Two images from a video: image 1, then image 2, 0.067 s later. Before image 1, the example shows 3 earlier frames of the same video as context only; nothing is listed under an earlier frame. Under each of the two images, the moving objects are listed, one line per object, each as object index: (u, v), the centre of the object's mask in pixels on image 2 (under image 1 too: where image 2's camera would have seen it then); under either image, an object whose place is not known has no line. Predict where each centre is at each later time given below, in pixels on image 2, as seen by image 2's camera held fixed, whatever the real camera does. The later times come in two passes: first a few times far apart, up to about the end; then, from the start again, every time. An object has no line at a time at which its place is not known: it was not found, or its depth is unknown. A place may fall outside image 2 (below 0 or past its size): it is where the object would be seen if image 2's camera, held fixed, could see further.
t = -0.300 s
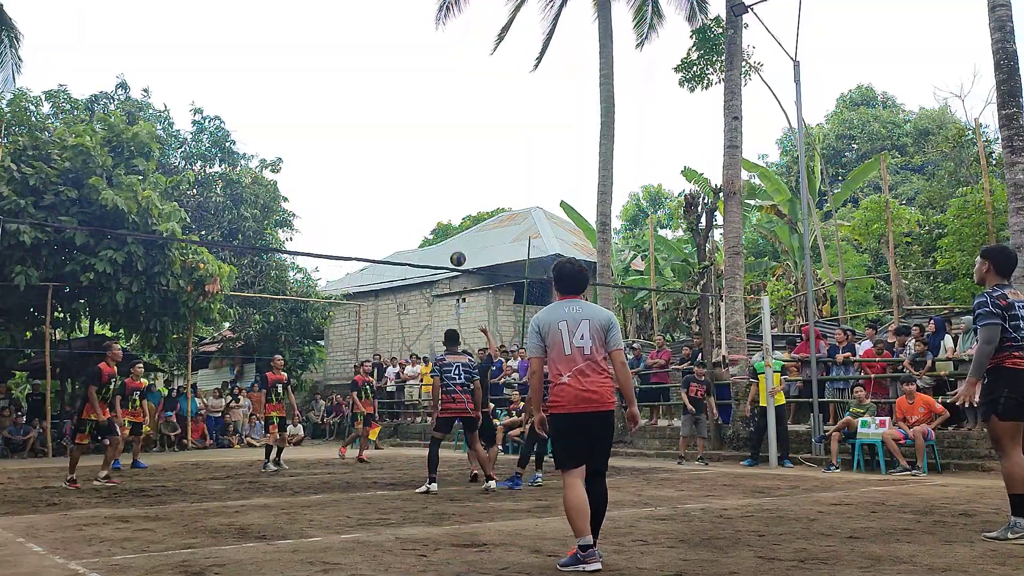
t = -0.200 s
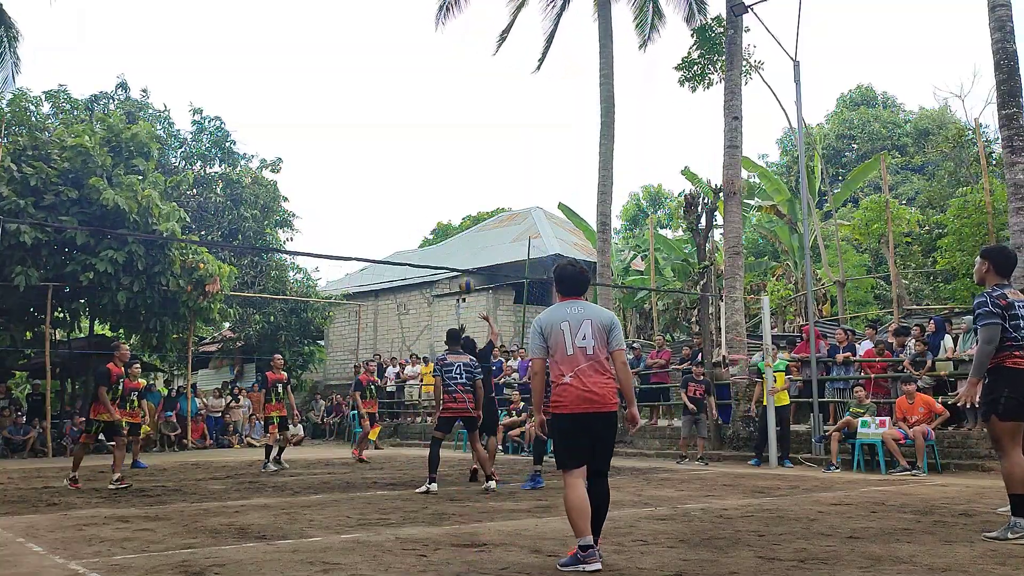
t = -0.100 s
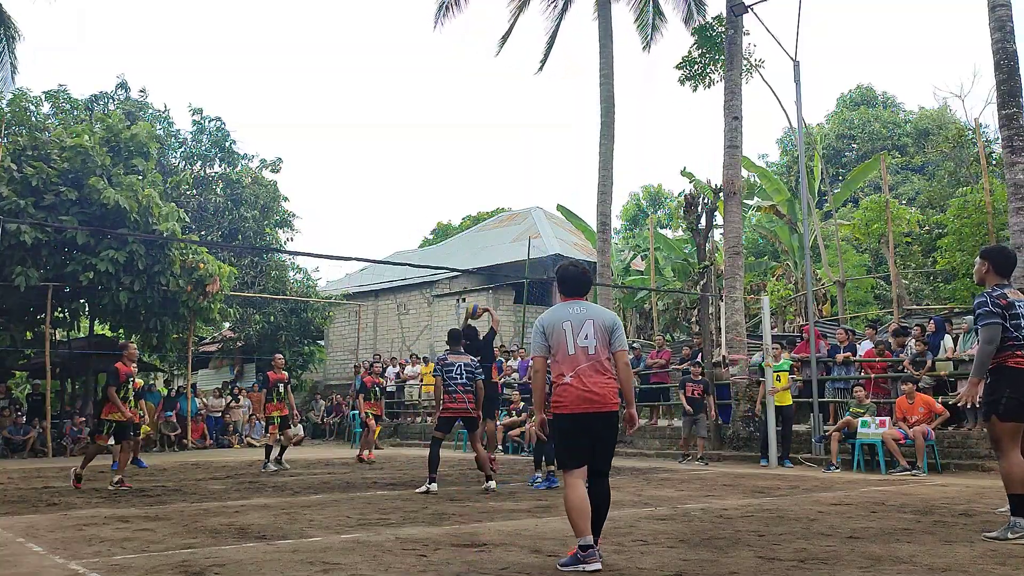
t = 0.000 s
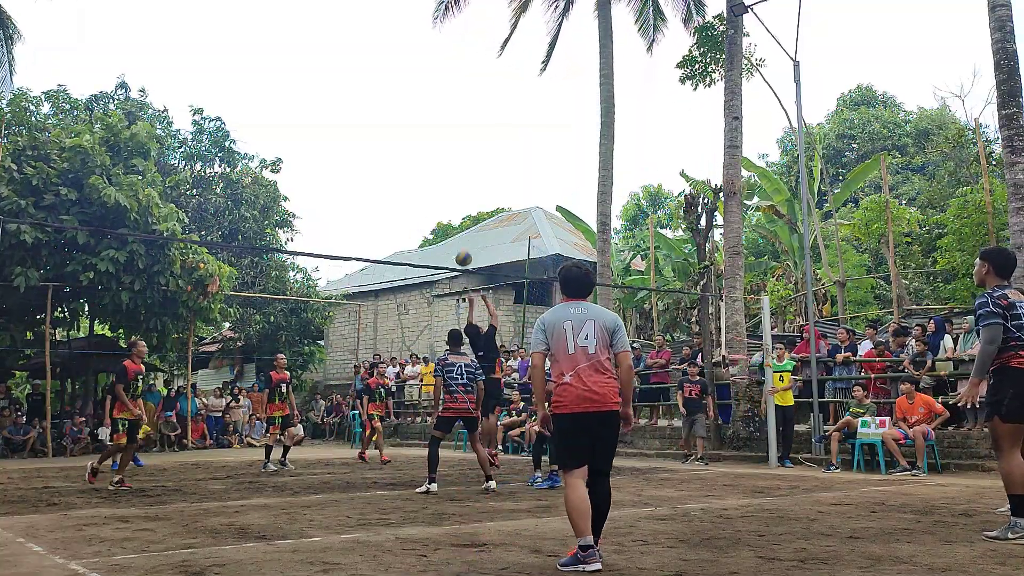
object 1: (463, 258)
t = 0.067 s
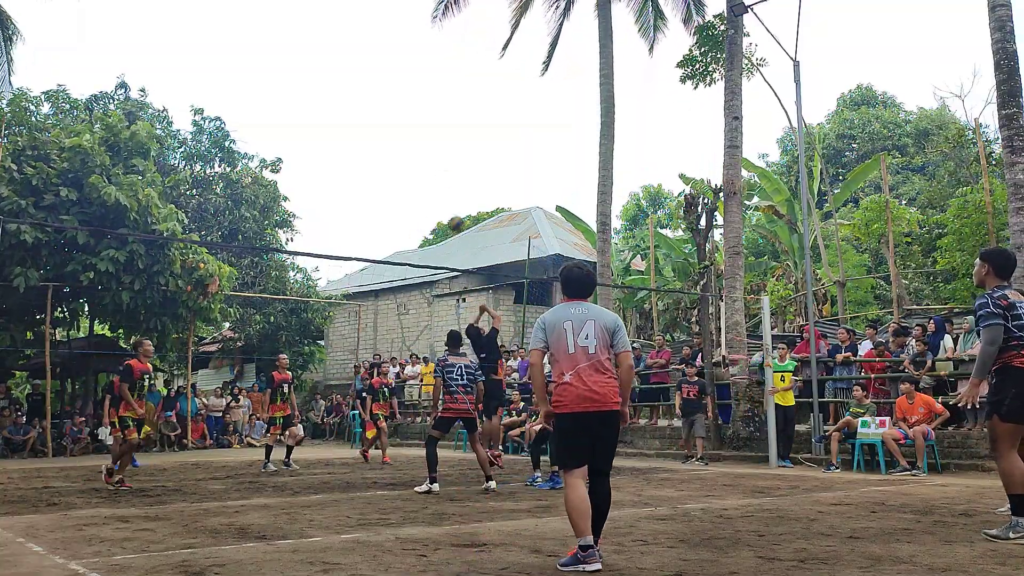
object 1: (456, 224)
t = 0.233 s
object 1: (438, 152)
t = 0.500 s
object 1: (408, 83)
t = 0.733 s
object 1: (379, 68)
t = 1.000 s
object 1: (342, 106)
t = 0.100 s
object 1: (453, 208)
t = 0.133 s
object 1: (449, 193)
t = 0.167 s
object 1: (445, 178)
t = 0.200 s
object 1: (442, 165)
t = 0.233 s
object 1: (438, 152)
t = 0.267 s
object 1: (434, 141)
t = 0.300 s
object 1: (431, 130)
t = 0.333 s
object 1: (427, 120)
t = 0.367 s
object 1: (423, 111)
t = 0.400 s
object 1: (420, 103)
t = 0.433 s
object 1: (415, 95)
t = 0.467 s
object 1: (412, 89)
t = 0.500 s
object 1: (408, 83)
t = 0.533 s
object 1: (404, 78)
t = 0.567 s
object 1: (400, 75)
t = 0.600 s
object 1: (395, 72)
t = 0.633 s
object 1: (391, 70)
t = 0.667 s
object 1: (387, 68)
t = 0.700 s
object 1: (383, 68)
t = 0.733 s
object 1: (379, 68)
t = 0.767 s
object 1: (374, 70)
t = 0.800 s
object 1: (370, 72)
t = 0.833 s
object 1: (366, 75)
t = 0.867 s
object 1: (361, 80)
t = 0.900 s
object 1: (357, 85)
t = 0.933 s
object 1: (352, 91)
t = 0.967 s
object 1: (347, 98)
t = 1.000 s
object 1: (342, 106)
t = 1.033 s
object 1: (337, 115)
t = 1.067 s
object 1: (332, 125)
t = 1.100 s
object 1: (327, 136)
